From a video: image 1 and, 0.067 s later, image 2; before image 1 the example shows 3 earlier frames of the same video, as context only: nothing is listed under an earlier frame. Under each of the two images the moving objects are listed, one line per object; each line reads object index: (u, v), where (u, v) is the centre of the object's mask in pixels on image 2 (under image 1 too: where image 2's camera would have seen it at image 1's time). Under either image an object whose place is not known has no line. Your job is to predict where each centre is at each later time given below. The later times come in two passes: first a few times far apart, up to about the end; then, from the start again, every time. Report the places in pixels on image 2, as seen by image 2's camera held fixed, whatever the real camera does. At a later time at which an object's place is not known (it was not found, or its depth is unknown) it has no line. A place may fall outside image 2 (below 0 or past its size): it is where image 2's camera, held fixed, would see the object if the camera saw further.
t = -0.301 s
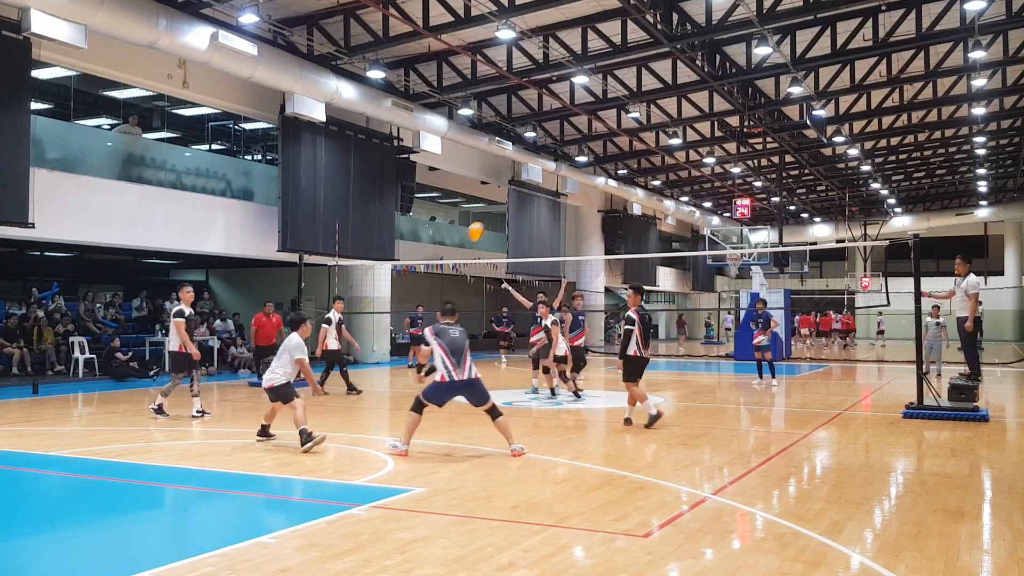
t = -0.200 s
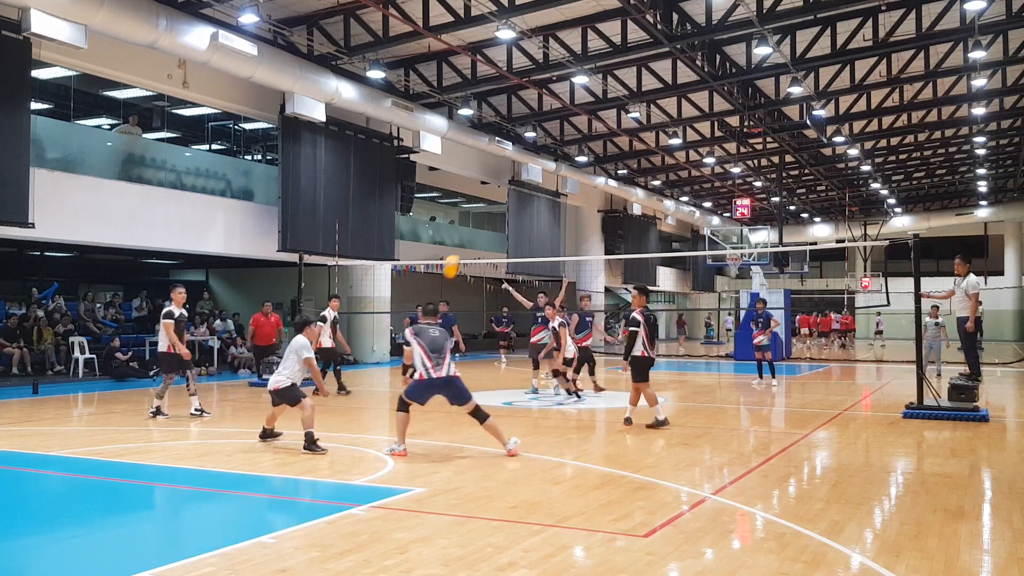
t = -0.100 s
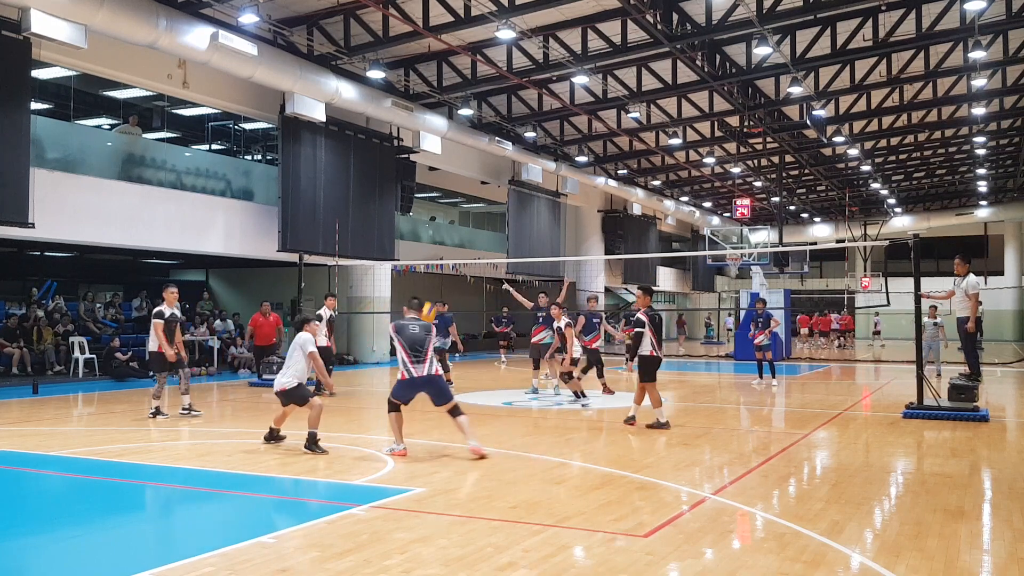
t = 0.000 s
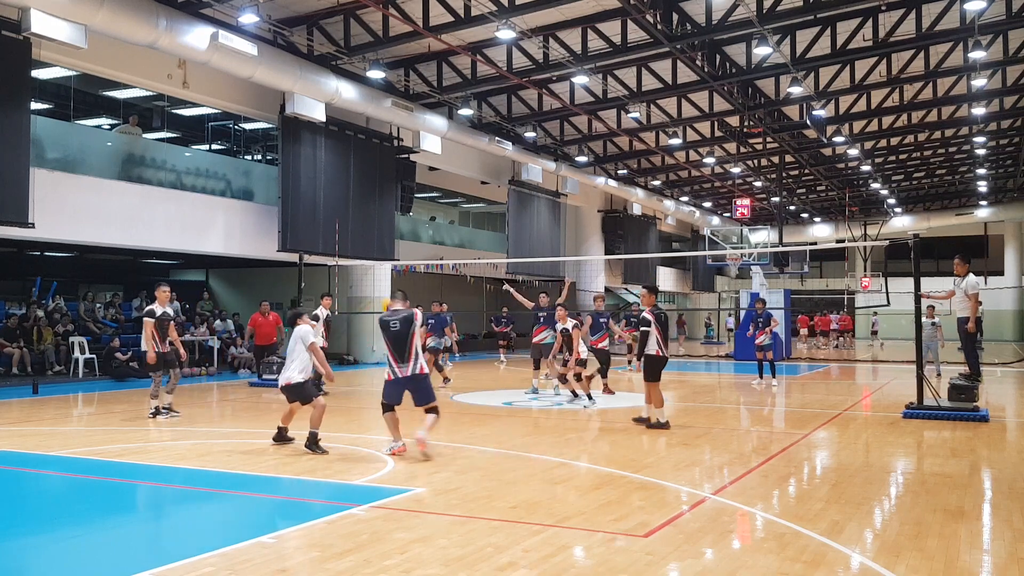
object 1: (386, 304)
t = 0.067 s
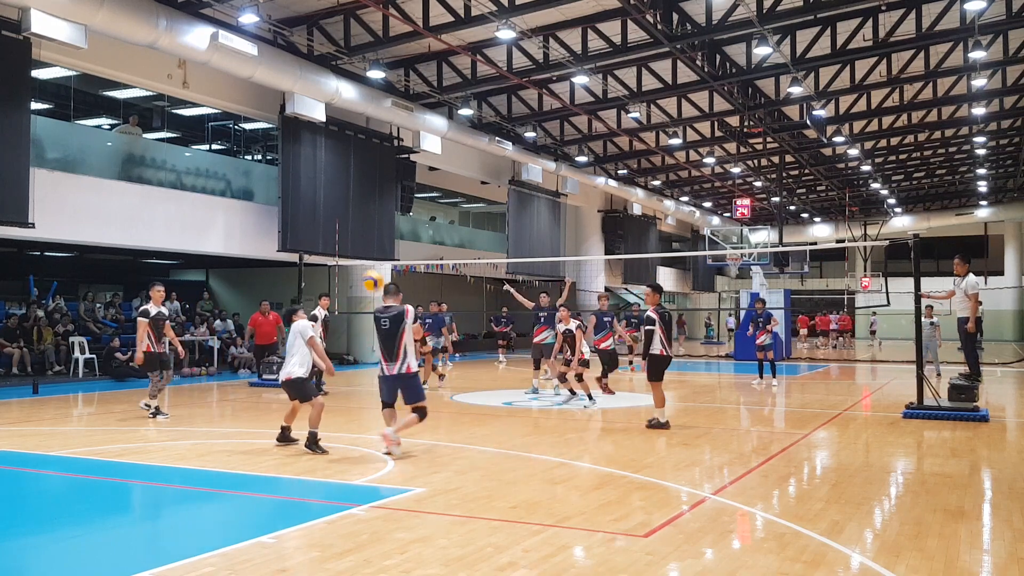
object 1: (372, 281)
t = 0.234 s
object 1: (328, 239)
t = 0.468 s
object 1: (267, 224)
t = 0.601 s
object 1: (232, 239)
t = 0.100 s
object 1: (364, 270)
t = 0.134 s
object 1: (355, 260)
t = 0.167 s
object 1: (346, 252)
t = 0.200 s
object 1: (337, 245)
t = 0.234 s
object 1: (328, 239)
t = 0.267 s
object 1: (319, 233)
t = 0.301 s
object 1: (310, 229)
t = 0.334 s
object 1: (301, 226)
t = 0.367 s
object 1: (292, 224)
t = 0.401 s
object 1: (284, 223)
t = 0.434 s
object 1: (275, 223)
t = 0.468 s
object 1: (267, 224)
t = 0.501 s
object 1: (257, 226)
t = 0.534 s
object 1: (249, 229)
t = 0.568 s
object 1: (240, 234)
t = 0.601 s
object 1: (232, 239)
